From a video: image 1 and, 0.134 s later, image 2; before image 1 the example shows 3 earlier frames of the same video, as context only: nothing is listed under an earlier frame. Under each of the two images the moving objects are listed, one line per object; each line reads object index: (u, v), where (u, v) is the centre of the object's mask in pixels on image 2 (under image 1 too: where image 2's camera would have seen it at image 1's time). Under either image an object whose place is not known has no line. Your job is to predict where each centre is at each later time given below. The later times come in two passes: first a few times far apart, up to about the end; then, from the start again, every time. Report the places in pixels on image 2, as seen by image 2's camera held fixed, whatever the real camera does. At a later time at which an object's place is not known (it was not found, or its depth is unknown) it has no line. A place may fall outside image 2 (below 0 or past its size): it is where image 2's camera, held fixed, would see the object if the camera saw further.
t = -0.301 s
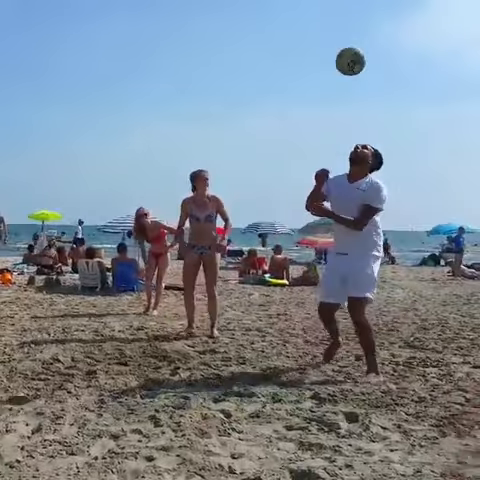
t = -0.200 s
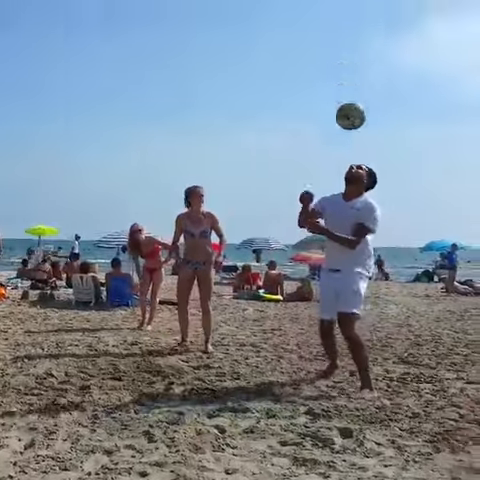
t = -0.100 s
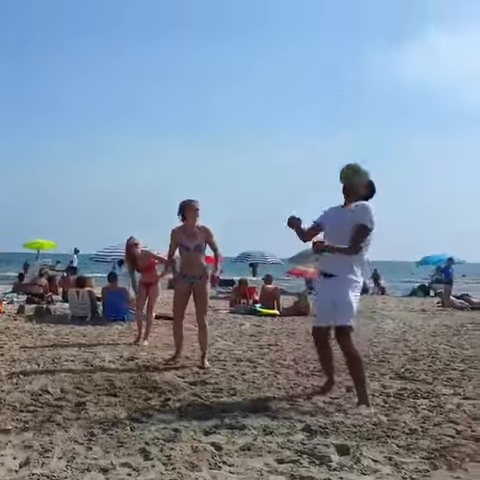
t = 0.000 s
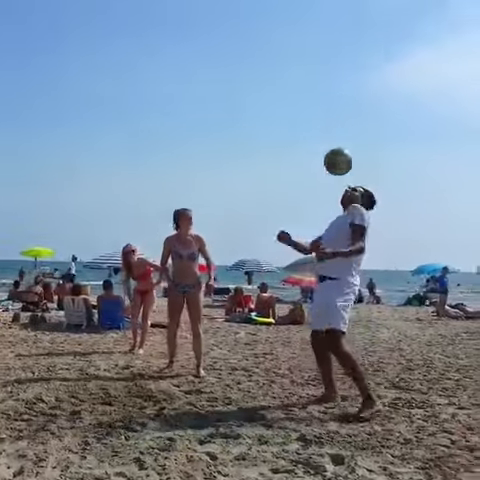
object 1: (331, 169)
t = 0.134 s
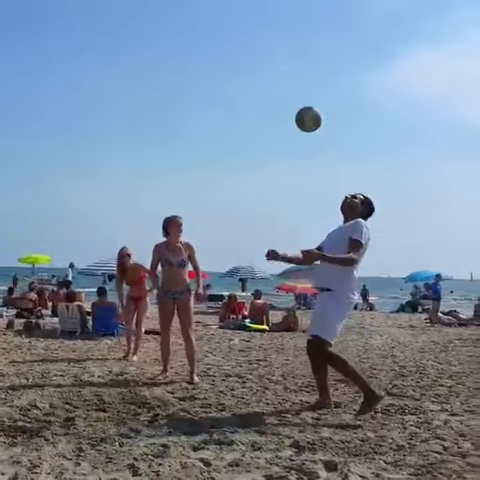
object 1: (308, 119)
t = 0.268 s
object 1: (287, 94)
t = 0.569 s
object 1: (247, 111)
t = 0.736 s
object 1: (232, 156)
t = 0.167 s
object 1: (303, 110)
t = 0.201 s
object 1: (298, 104)
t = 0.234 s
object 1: (292, 98)
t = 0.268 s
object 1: (287, 94)
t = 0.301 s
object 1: (282, 92)
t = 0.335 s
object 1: (278, 90)
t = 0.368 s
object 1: (273, 90)
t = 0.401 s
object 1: (268, 90)
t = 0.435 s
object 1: (264, 92)
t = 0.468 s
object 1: (260, 95)
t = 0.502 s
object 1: (256, 99)
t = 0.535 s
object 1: (251, 104)
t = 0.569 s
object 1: (247, 111)
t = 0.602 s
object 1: (243, 118)
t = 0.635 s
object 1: (240, 126)
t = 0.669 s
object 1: (237, 135)
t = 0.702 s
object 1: (235, 145)
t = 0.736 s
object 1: (232, 156)
